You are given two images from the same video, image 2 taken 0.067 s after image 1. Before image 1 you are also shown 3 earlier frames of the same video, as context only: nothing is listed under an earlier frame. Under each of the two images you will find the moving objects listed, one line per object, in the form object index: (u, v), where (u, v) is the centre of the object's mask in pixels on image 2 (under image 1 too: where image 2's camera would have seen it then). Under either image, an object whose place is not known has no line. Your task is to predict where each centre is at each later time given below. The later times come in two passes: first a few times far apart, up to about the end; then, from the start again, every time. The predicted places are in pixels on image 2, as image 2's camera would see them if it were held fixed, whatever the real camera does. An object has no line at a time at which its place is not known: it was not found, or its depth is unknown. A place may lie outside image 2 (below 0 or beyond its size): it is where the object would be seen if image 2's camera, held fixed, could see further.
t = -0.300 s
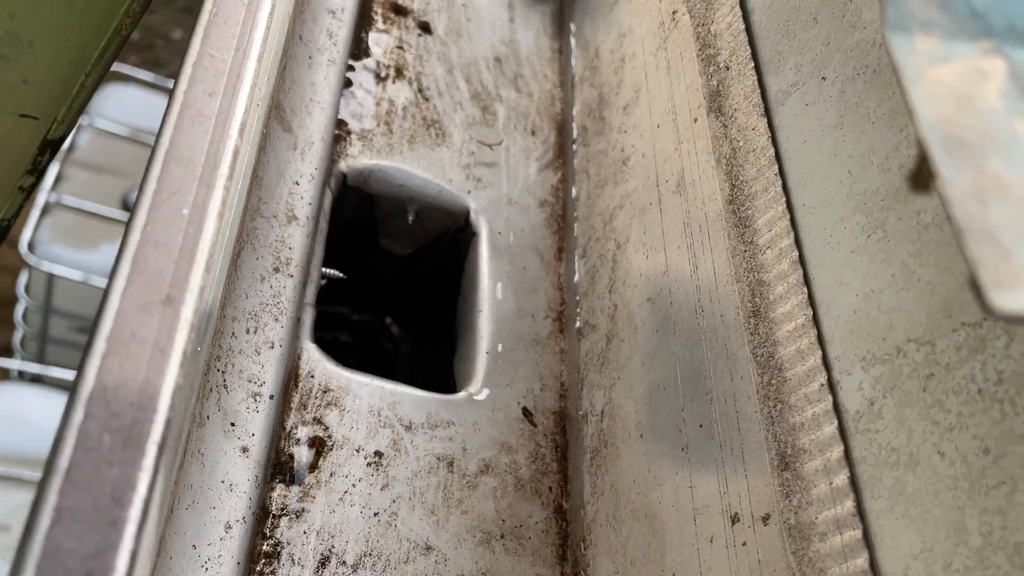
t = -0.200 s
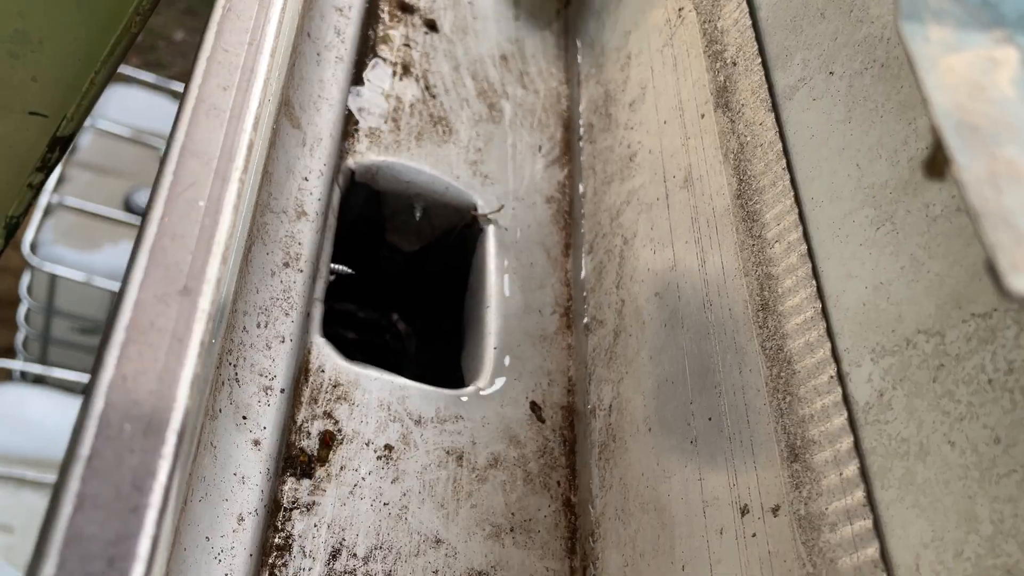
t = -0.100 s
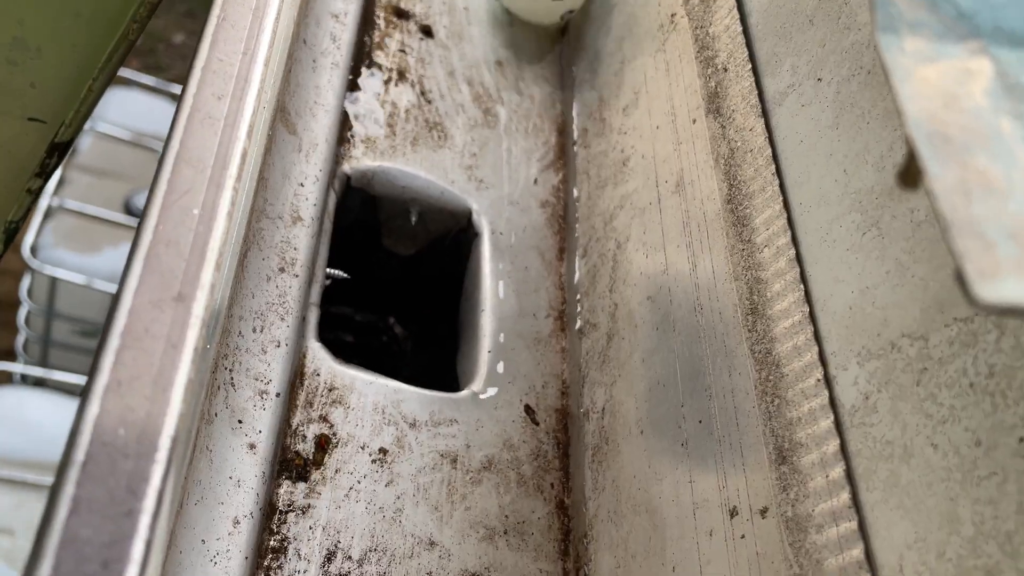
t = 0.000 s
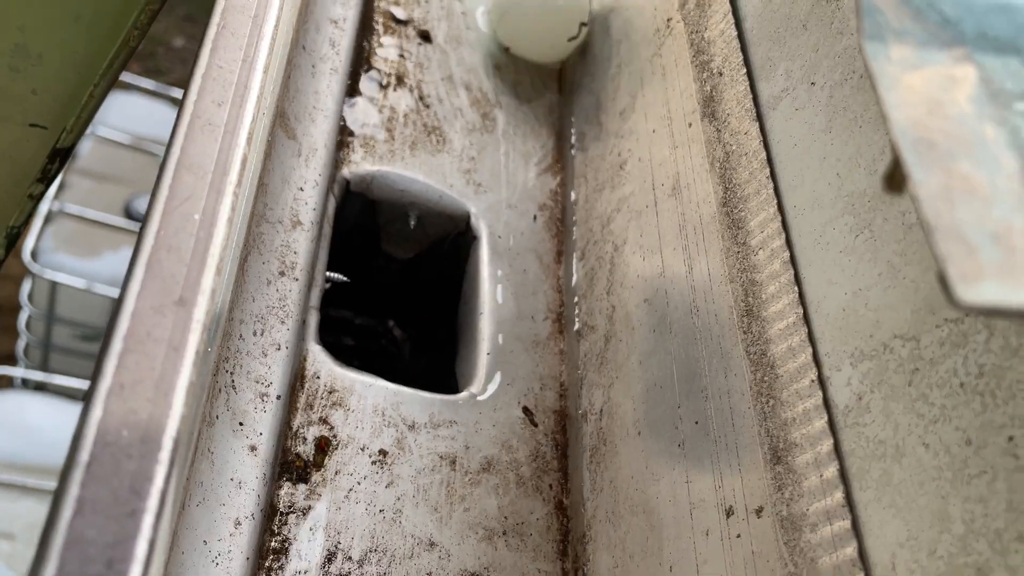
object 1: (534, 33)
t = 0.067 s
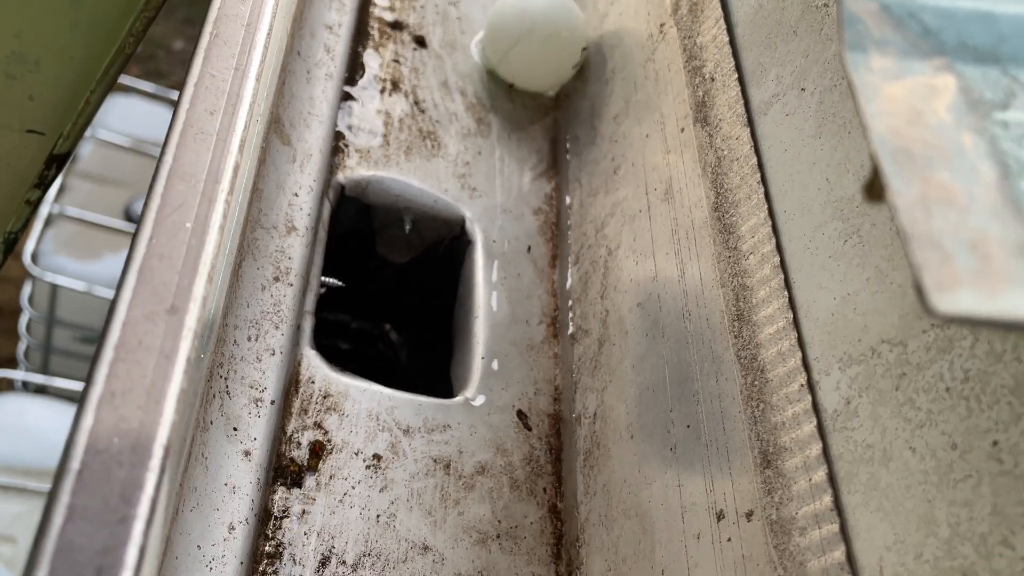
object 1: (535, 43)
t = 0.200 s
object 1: (535, 91)
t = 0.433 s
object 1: (530, 211)
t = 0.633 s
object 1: (521, 279)
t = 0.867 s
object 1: (524, 361)
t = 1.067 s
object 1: (480, 405)
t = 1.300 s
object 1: (416, 432)
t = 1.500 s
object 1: (395, 449)
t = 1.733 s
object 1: (403, 486)
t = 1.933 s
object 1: (429, 513)
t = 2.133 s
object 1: (458, 524)
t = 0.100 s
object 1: (534, 51)
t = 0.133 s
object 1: (535, 63)
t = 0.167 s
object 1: (533, 77)
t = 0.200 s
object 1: (535, 91)
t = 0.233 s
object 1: (535, 107)
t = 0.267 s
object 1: (535, 123)
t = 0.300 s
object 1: (535, 141)
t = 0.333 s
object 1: (532, 160)
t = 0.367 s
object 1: (532, 181)
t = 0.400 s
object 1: (531, 197)
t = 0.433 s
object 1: (530, 211)
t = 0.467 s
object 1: (528, 225)
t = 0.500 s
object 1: (527, 237)
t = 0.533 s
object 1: (525, 248)
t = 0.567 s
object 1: (522, 258)
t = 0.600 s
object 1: (521, 269)
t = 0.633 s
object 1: (521, 279)
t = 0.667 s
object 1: (523, 289)
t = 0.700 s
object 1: (524, 300)
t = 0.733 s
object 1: (526, 312)
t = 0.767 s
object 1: (527, 324)
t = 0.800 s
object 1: (528, 337)
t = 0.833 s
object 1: (527, 349)
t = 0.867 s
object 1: (524, 361)
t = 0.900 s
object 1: (519, 371)
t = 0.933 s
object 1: (513, 380)
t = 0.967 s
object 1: (505, 388)
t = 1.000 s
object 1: (497, 394)
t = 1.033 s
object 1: (489, 400)
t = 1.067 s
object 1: (480, 405)
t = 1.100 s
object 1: (471, 410)
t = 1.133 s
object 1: (461, 415)
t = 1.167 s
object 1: (451, 418)
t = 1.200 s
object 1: (442, 422)
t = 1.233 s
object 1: (433, 427)
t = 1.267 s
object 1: (425, 430)
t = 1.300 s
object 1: (416, 432)
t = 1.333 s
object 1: (409, 434)
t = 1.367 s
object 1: (403, 437)
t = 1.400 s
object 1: (399, 439)
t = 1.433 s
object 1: (396, 442)
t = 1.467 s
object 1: (395, 445)
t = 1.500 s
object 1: (395, 449)
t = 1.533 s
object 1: (396, 453)
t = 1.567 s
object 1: (396, 458)
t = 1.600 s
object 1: (397, 464)
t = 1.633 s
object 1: (397, 470)
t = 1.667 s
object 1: (400, 475)
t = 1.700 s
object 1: (401, 481)
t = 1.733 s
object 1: (403, 486)
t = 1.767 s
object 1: (406, 491)
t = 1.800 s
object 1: (410, 495)
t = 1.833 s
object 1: (414, 499)
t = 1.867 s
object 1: (419, 505)
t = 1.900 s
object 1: (423, 510)
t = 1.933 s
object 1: (429, 513)
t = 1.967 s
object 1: (434, 516)
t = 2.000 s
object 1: (439, 519)
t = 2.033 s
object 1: (445, 521)
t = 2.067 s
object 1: (450, 523)
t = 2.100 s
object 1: (454, 524)
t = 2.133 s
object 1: (458, 524)
